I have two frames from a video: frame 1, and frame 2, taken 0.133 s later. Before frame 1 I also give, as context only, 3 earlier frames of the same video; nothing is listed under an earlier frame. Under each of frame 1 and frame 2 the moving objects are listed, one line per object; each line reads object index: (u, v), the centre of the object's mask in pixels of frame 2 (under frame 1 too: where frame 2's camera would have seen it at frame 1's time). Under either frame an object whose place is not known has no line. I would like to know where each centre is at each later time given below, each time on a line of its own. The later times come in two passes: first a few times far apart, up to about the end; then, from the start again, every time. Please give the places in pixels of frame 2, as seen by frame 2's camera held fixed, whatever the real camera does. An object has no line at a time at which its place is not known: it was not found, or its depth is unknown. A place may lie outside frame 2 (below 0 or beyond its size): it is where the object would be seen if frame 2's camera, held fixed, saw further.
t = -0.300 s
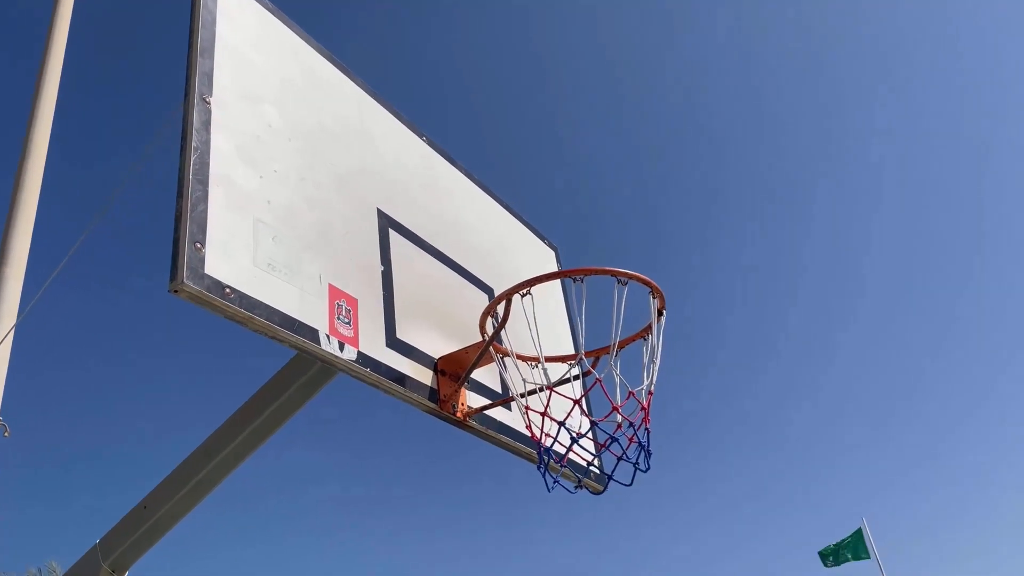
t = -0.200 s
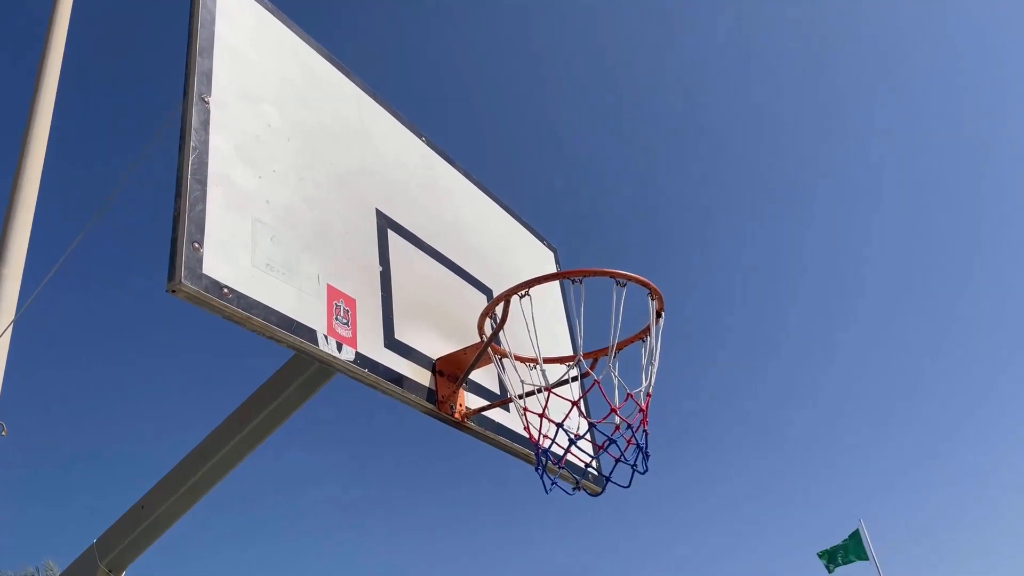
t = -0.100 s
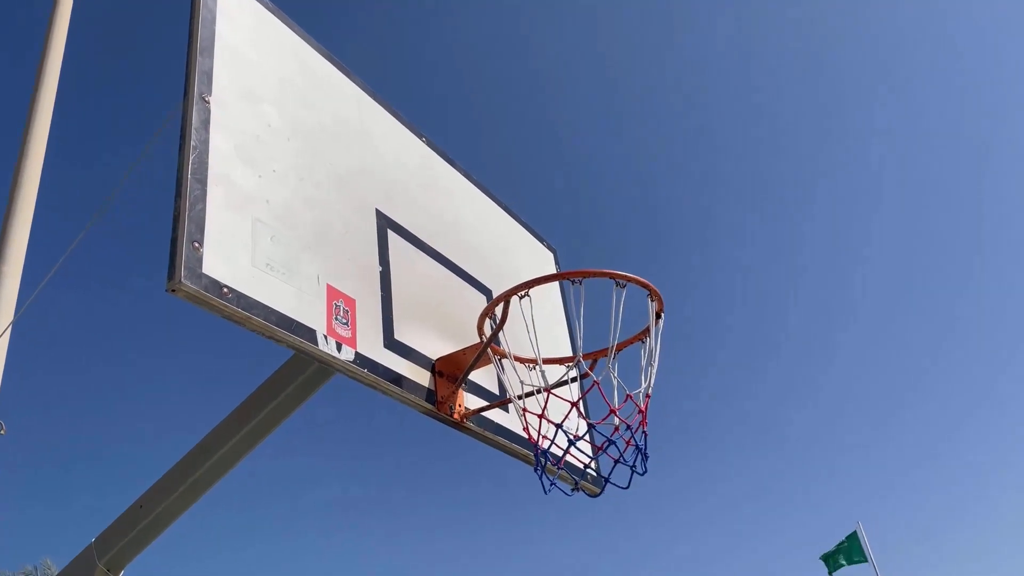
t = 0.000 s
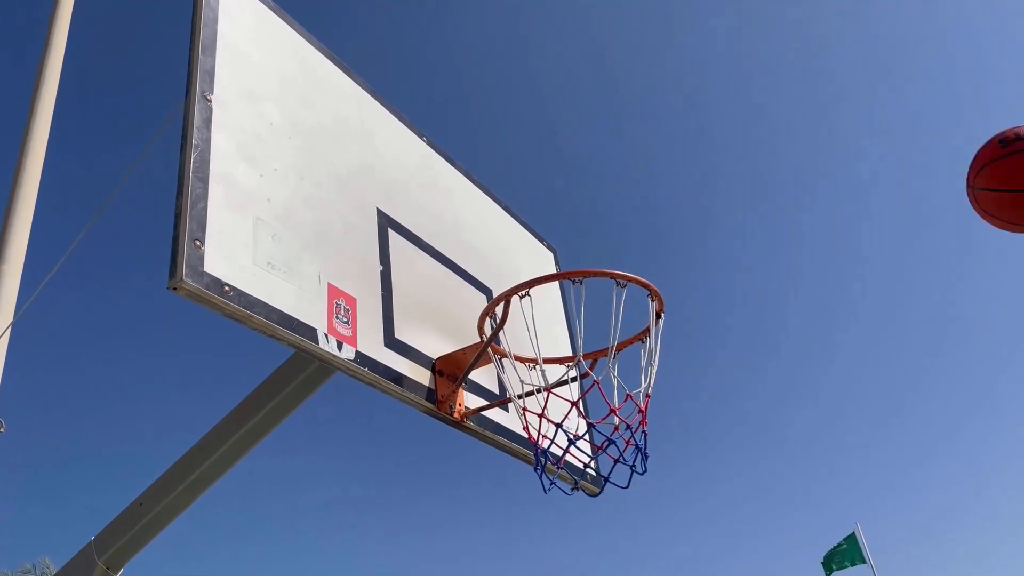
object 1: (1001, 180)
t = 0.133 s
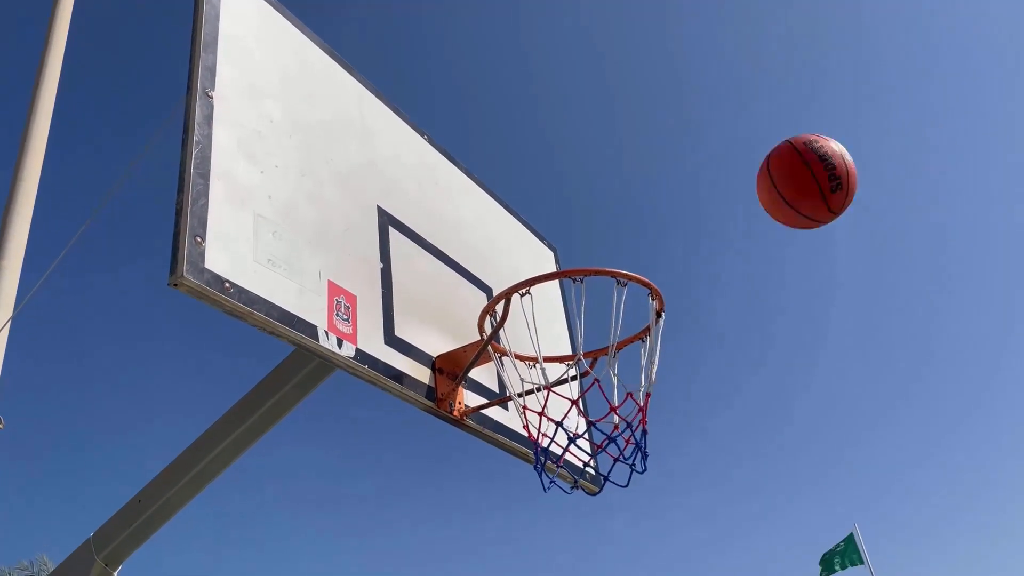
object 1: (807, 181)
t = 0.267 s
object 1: (649, 231)
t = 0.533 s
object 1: (489, 271)
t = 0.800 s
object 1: (537, 291)
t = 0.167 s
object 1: (762, 190)
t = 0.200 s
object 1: (722, 201)
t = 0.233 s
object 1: (684, 215)
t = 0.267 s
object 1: (649, 231)
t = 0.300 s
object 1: (617, 242)
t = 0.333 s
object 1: (586, 268)
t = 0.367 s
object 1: (555, 297)
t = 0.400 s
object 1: (534, 323)
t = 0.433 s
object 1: (516, 308)
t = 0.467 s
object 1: (499, 293)
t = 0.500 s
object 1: (489, 288)
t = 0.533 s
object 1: (489, 271)
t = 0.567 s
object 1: (494, 265)
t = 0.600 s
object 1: (499, 260)
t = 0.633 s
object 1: (504, 257)
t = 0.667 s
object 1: (509, 256)
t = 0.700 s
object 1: (513, 257)
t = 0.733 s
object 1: (523, 267)
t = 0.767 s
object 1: (530, 276)
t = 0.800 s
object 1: (537, 291)
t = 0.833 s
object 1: (549, 313)
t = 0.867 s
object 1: (554, 325)
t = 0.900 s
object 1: (565, 350)
